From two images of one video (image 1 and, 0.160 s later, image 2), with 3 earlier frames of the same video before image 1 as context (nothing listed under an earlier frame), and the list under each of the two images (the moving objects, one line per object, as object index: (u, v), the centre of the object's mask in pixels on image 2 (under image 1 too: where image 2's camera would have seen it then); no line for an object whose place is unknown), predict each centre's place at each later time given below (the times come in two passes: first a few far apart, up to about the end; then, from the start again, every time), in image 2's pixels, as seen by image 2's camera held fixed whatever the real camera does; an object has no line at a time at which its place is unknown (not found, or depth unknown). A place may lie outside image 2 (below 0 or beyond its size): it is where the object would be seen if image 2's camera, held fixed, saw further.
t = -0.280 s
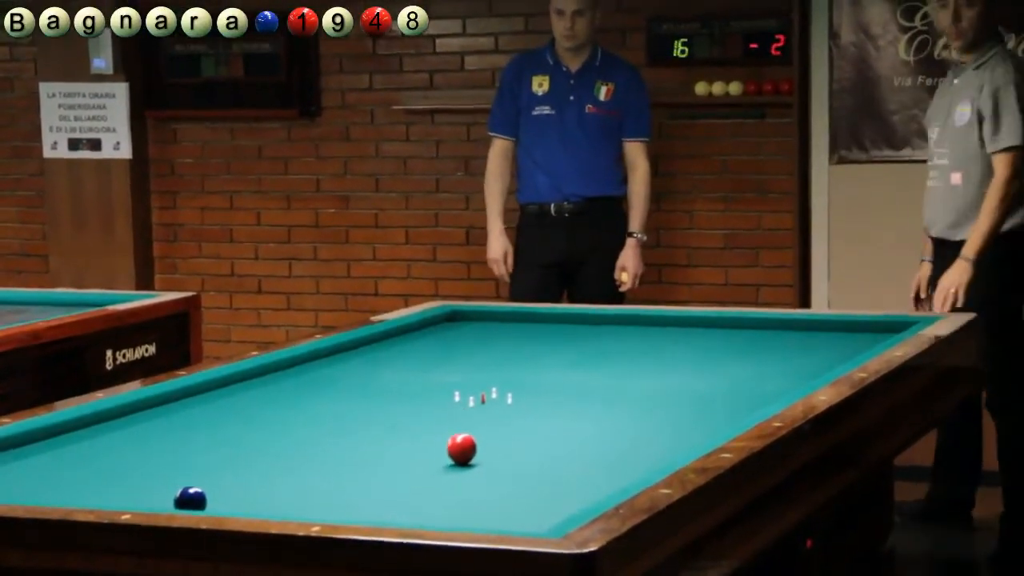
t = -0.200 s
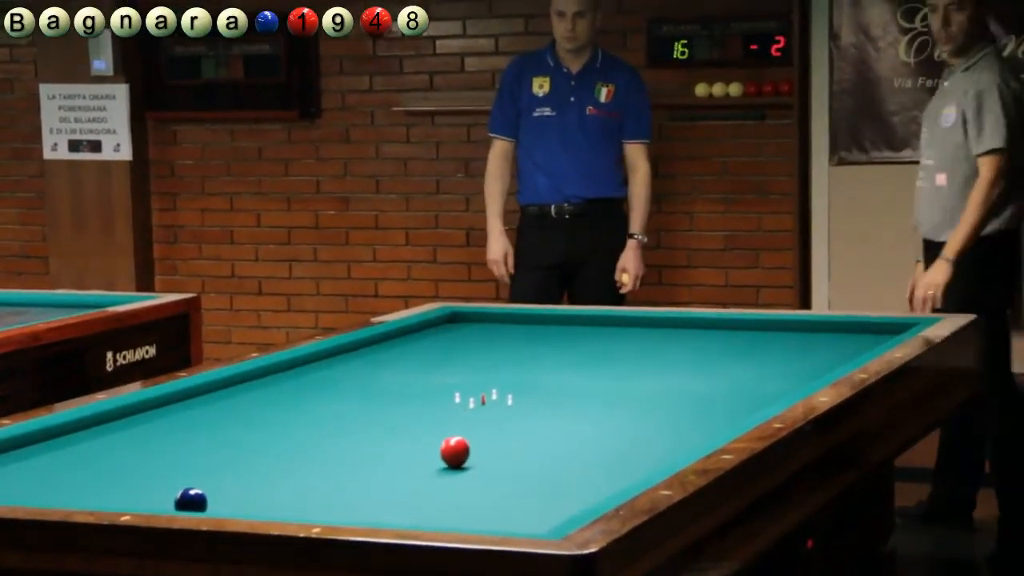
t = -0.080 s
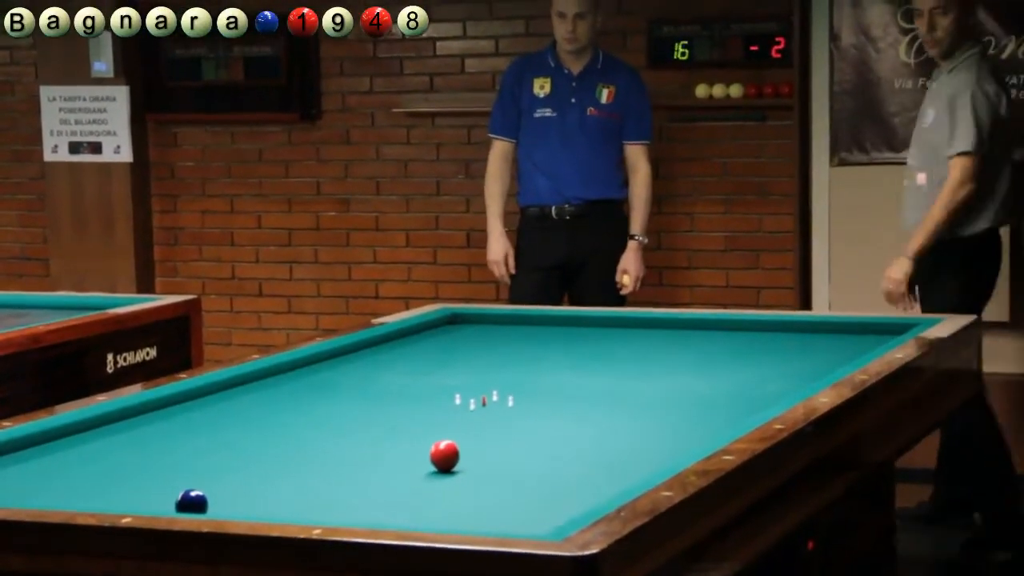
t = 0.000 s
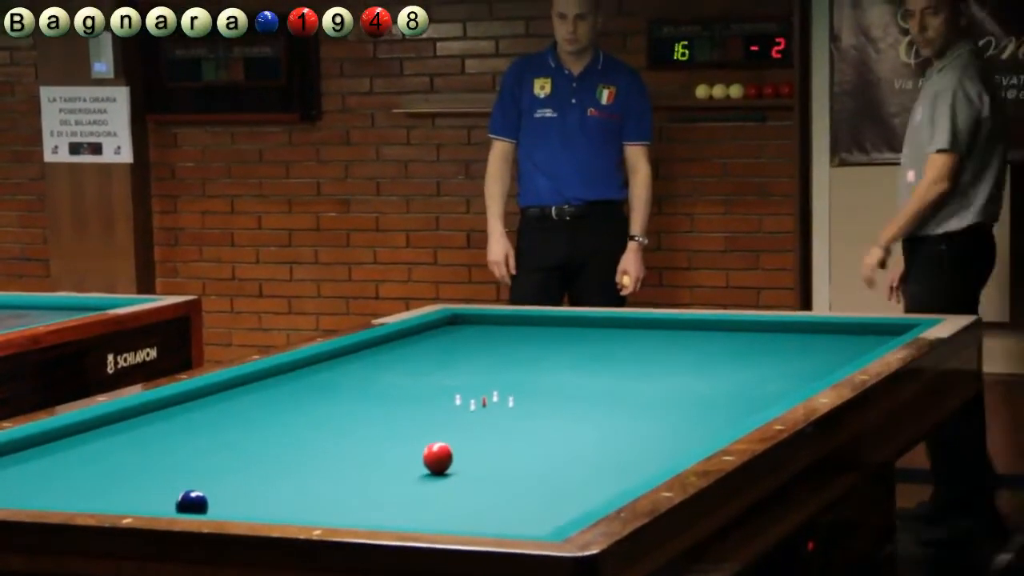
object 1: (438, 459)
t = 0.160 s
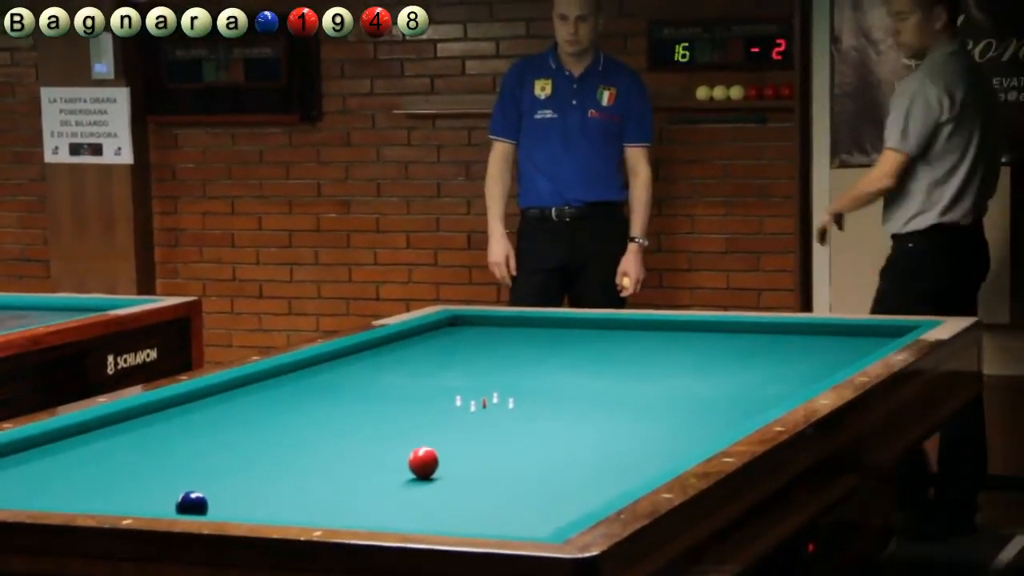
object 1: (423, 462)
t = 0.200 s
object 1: (420, 463)
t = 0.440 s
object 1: (398, 468)
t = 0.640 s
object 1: (381, 472)
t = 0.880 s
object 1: (360, 476)
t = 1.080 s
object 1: (342, 481)
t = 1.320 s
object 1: (322, 485)
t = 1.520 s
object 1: (305, 489)
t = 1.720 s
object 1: (289, 493)
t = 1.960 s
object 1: (269, 497)
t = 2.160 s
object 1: (253, 500)
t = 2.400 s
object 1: (235, 502)
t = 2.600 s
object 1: (223, 504)
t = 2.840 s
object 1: (214, 506)
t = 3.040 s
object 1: (207, 507)
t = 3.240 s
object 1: (201, 508)
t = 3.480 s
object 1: (203, 507)
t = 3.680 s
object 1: (206, 507)
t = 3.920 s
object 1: (211, 506)
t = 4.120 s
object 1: (215, 506)
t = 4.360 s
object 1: (217, 506)
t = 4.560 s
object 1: (219, 505)
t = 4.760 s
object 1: (221, 505)
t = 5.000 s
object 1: (223, 505)
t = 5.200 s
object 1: (223, 505)
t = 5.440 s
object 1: (224, 505)
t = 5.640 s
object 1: (223, 505)
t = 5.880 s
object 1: (223, 505)
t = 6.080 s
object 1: (223, 505)
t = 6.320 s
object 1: (223, 505)
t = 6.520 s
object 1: (223, 505)
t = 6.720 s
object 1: (223, 505)
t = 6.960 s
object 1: (224, 505)
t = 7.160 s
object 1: (224, 505)
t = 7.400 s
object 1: (224, 505)
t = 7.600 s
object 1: (224, 505)
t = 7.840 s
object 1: (224, 505)
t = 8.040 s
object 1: (224, 506)
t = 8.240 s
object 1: (224, 505)
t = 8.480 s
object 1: (224, 505)
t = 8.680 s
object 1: (224, 505)
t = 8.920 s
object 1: (224, 505)
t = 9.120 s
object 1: (224, 505)
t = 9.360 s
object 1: (224, 505)
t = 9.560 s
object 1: (224, 505)
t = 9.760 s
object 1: (224, 505)
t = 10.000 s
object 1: (224, 505)
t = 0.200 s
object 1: (420, 463)
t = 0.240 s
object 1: (416, 463)
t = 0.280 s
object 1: (413, 464)
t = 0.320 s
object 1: (409, 465)
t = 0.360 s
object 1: (405, 466)
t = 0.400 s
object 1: (402, 467)
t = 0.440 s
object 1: (398, 468)
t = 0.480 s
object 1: (395, 468)
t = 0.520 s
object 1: (391, 469)
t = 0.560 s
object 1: (388, 470)
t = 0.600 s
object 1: (384, 471)
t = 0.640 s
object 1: (381, 472)
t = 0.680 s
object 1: (377, 472)
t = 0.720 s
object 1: (374, 473)
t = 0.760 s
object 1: (370, 474)
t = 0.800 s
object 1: (367, 475)
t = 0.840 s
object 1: (363, 476)
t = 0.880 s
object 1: (360, 476)
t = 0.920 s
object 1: (356, 477)
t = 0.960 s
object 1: (353, 478)
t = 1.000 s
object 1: (350, 479)
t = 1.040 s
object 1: (346, 480)
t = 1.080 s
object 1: (342, 481)
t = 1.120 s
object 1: (339, 482)
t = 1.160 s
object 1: (335, 482)
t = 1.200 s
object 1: (332, 483)
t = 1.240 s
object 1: (329, 484)
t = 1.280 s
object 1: (325, 484)
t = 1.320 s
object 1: (322, 485)
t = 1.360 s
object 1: (319, 486)
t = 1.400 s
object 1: (316, 487)
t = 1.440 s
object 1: (312, 487)
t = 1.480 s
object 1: (309, 488)
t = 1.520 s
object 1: (305, 489)
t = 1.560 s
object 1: (302, 490)
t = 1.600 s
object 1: (298, 490)
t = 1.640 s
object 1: (295, 491)
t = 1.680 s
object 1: (292, 492)
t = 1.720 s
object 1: (289, 493)
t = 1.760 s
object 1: (286, 493)
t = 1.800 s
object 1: (282, 494)
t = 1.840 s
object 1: (279, 494)
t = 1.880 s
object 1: (276, 495)
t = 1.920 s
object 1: (272, 496)
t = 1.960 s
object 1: (269, 497)
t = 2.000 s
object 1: (266, 497)
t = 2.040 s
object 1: (263, 498)
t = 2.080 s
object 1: (260, 498)
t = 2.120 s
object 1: (257, 499)
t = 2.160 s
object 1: (253, 500)
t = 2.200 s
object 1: (250, 500)
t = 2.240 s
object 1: (247, 500)
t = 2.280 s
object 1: (244, 501)
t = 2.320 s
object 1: (241, 501)
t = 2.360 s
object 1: (238, 502)
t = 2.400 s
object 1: (235, 502)
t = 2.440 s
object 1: (232, 502)
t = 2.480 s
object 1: (229, 503)
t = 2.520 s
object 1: (226, 503)
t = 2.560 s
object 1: (224, 504)
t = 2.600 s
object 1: (223, 504)
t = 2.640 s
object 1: (221, 504)
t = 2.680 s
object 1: (220, 504)
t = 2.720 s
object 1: (218, 505)
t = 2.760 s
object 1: (217, 505)
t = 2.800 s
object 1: (215, 505)
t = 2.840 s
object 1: (214, 506)
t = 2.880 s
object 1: (212, 506)
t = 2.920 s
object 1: (211, 506)
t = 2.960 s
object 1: (210, 506)
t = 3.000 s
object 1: (208, 506)
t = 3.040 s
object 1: (207, 507)
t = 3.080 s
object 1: (205, 507)
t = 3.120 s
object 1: (204, 507)
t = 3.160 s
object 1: (203, 508)
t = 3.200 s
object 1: (202, 507)
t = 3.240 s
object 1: (201, 508)
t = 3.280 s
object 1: (199, 508)
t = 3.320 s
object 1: (200, 508)
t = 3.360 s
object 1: (200, 507)
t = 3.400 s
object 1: (201, 508)
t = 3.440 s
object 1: (202, 507)
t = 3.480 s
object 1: (203, 507)
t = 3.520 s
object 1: (204, 507)
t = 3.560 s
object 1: (205, 507)
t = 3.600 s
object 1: (205, 507)
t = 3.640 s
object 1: (206, 507)
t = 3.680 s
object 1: (206, 507)
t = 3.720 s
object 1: (207, 507)
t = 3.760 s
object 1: (208, 506)
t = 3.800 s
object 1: (209, 506)
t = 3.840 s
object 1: (209, 506)
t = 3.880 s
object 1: (210, 506)
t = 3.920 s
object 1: (211, 506)
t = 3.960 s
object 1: (211, 506)
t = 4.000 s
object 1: (212, 506)
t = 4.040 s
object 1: (213, 506)
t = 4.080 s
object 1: (214, 506)
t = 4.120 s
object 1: (215, 506)
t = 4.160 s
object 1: (215, 506)
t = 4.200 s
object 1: (216, 506)
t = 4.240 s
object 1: (216, 506)
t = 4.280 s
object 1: (217, 506)
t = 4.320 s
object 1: (217, 506)
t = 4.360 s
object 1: (217, 506)
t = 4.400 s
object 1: (218, 506)
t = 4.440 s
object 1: (218, 505)
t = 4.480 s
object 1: (219, 505)
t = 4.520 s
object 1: (219, 505)
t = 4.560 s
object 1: (219, 505)
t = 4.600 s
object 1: (219, 505)
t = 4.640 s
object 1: (221, 505)
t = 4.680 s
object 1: (221, 505)
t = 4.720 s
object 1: (221, 505)
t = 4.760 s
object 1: (221, 505)
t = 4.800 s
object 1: (222, 505)
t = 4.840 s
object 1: (222, 505)
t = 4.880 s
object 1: (222, 505)
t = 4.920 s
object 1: (222, 505)
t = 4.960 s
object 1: (223, 505)
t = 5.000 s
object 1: (223, 505)
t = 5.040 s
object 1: (223, 505)
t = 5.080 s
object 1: (223, 505)
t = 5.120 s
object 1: (223, 505)
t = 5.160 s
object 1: (223, 505)
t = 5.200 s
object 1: (223, 505)
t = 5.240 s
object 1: (223, 505)
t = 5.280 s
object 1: (223, 505)
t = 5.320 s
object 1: (223, 505)
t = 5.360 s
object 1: (223, 505)
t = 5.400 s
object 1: (223, 505)
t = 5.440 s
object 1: (224, 505)
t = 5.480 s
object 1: (223, 505)
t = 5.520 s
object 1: (223, 505)
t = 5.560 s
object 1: (223, 505)
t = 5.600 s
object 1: (223, 505)
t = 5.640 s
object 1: (223, 505)
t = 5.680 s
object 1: (223, 505)
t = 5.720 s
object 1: (223, 505)
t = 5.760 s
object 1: (223, 505)
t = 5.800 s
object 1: (223, 505)
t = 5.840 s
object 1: (223, 505)
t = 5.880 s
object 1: (223, 505)
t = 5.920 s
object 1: (223, 505)
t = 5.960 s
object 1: (223, 505)
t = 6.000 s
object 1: (223, 505)
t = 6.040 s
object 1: (223, 505)
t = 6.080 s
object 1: (223, 505)
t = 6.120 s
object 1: (223, 505)
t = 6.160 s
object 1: (223, 505)
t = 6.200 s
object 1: (223, 505)
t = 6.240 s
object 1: (223, 505)
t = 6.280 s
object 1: (223, 505)
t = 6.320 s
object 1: (223, 505)
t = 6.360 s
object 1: (223, 505)
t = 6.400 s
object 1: (223, 505)
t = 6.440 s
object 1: (223, 505)
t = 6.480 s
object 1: (223, 505)
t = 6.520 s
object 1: (223, 505)
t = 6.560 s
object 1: (223, 505)
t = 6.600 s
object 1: (223, 505)
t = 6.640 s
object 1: (223, 505)
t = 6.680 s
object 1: (223, 505)
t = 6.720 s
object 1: (223, 505)
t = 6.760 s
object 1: (223, 505)
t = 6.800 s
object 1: (223, 505)
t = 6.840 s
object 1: (223, 505)
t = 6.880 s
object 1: (224, 505)
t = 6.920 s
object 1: (223, 505)
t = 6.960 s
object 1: (224, 505)
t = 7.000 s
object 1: (223, 505)
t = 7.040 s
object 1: (224, 505)
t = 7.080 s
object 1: (224, 505)
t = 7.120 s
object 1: (224, 505)
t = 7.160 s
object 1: (224, 505)
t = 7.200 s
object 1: (223, 505)
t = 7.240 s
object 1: (224, 505)
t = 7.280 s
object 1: (224, 505)
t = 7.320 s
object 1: (224, 505)
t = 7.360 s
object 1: (224, 505)
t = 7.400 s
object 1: (224, 505)
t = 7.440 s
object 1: (224, 505)
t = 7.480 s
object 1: (224, 505)
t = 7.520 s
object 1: (224, 505)
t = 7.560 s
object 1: (224, 505)
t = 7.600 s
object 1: (224, 505)
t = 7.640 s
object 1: (224, 505)
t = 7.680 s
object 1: (224, 505)
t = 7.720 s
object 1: (224, 505)
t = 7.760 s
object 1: (224, 505)
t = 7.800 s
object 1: (224, 505)
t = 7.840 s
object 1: (224, 505)
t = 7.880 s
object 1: (224, 505)
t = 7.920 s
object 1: (224, 505)
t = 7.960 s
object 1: (224, 505)
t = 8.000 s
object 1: (224, 506)
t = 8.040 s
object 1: (224, 506)
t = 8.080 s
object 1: (224, 506)
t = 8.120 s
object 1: (224, 505)
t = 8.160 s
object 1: (224, 505)
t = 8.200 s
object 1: (224, 505)
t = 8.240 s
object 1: (224, 505)
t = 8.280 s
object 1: (224, 505)
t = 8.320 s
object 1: (224, 505)
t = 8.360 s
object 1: (224, 505)
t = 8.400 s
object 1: (224, 505)
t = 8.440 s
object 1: (224, 505)
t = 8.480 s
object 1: (224, 505)
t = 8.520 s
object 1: (224, 505)
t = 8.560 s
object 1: (224, 505)
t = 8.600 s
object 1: (224, 505)
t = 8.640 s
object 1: (224, 505)
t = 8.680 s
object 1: (224, 505)
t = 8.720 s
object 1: (223, 505)
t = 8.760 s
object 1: (224, 505)
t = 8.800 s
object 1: (224, 505)
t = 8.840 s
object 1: (224, 505)
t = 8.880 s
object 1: (224, 505)
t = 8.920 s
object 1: (224, 505)
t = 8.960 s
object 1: (224, 505)
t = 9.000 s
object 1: (224, 505)
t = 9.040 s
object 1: (224, 505)
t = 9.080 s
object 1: (224, 505)
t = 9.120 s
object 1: (224, 505)
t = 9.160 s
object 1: (224, 505)
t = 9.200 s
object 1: (224, 505)
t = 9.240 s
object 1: (224, 505)
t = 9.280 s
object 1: (224, 505)
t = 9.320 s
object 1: (224, 505)
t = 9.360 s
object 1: (224, 505)
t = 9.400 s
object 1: (224, 505)
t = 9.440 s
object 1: (224, 505)
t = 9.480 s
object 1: (224, 505)
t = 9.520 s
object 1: (224, 505)
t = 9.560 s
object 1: (224, 505)
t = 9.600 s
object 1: (224, 505)
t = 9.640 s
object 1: (224, 505)
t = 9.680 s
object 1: (224, 505)
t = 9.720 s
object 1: (224, 505)
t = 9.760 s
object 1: (224, 505)
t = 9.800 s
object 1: (224, 505)
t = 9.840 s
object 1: (224, 505)
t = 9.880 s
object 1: (224, 505)
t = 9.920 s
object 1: (224, 505)
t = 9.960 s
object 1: (224, 505)
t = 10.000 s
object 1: (224, 505)
